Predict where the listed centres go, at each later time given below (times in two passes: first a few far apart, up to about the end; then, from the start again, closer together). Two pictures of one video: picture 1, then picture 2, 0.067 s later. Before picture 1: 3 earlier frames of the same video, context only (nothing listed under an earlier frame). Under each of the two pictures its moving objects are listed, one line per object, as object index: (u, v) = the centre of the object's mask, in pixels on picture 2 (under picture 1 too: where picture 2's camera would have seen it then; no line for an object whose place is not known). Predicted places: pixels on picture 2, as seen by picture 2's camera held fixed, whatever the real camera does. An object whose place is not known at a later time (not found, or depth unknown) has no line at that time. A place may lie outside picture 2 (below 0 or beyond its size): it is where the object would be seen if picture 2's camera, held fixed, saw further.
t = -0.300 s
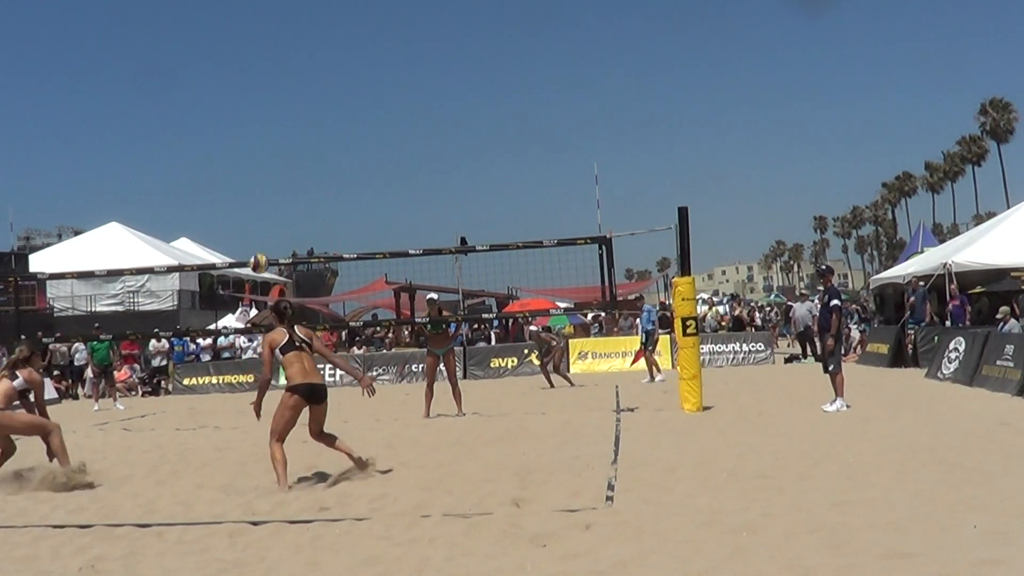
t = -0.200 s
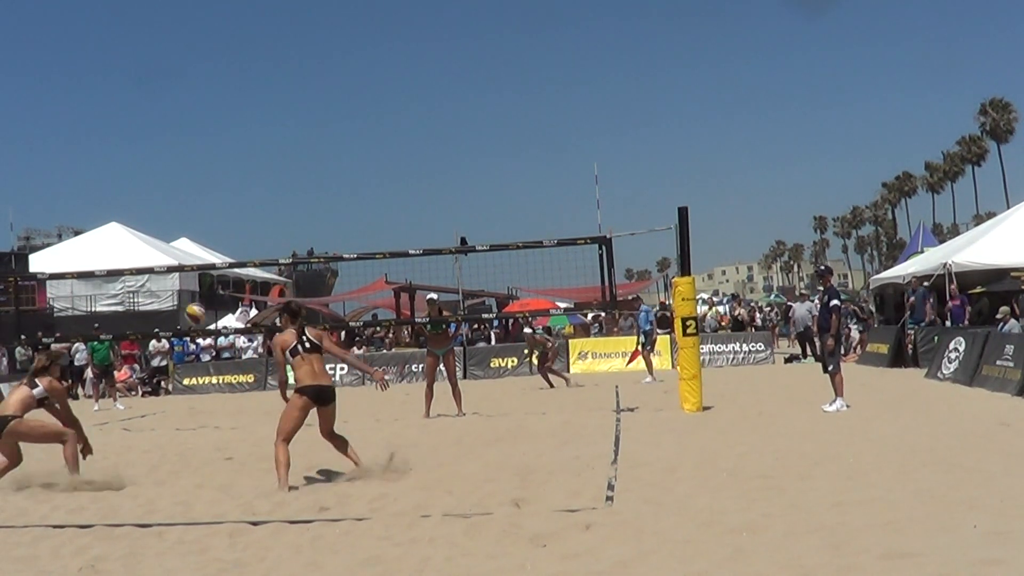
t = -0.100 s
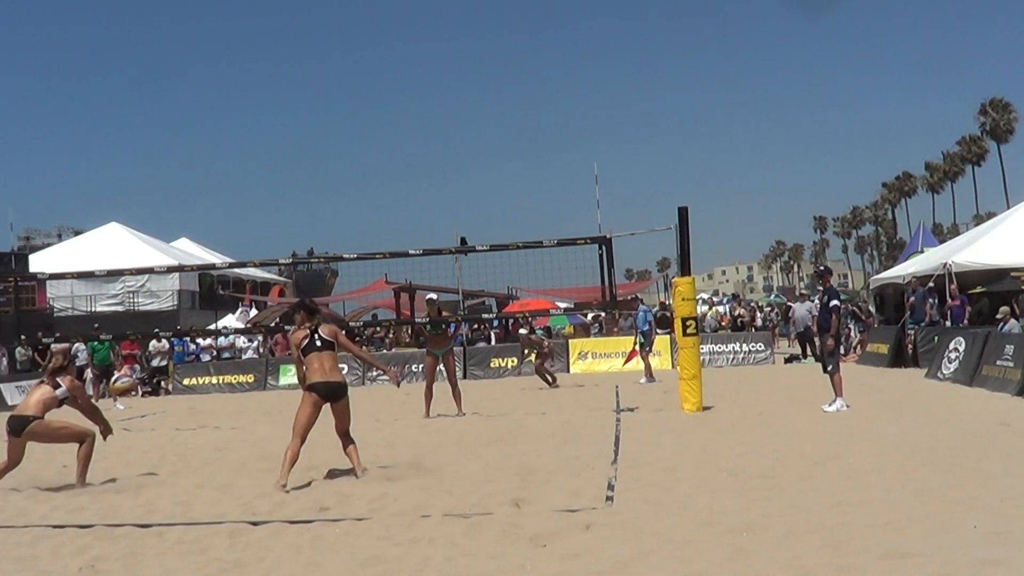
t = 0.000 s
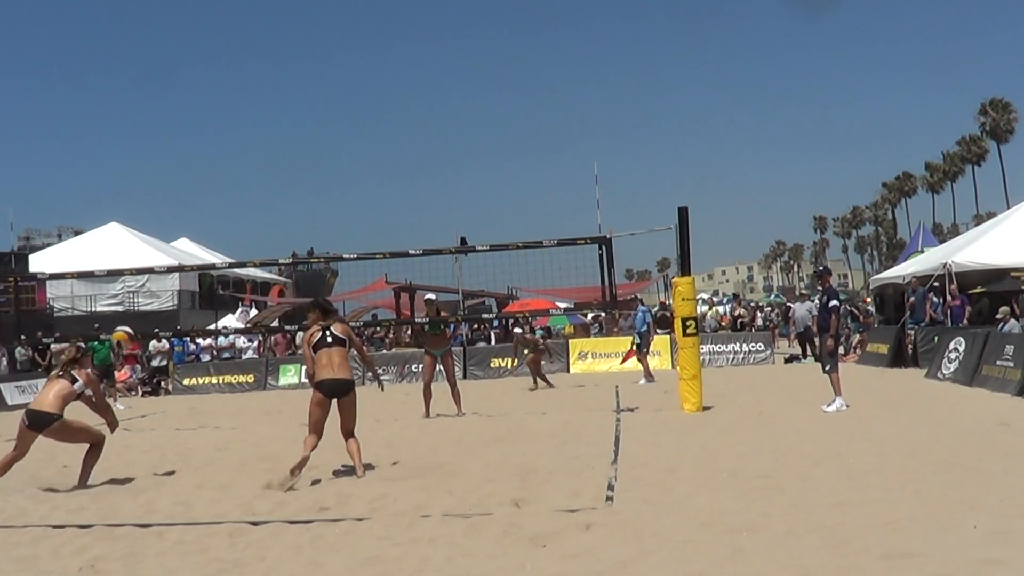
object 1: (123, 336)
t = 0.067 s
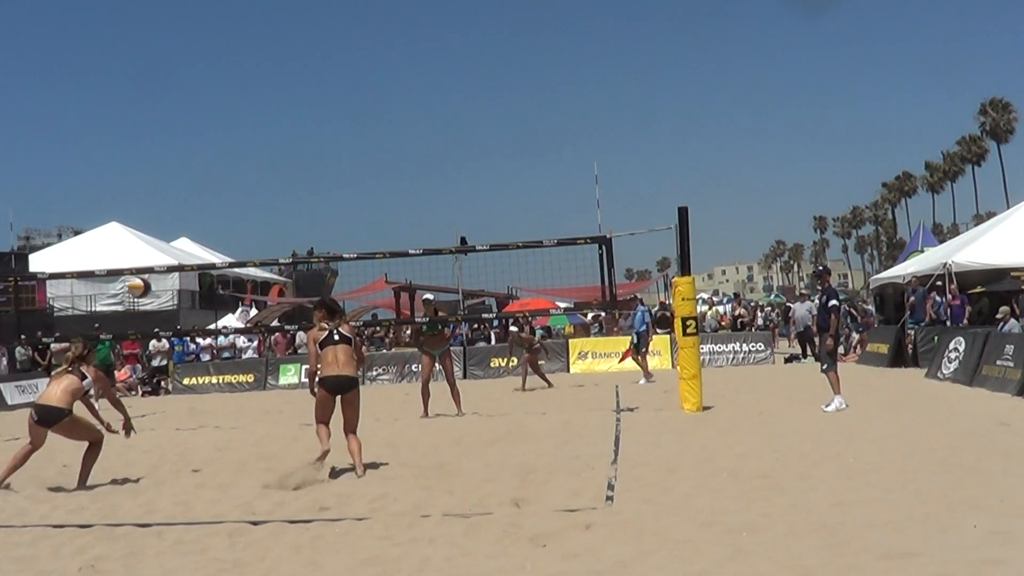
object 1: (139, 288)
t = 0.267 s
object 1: (189, 169)
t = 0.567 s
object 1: (261, 77)
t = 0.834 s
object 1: (321, 70)
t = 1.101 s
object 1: (382, 126)
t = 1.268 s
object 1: (421, 191)
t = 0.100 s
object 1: (148, 264)
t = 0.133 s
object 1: (157, 243)
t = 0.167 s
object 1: (165, 222)
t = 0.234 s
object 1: (181, 186)
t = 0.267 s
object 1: (189, 169)
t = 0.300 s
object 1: (197, 154)
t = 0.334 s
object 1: (206, 141)
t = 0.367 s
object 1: (214, 128)
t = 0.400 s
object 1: (222, 117)
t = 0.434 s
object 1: (230, 107)
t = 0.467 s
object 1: (238, 97)
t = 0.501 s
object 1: (245, 90)
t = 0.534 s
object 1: (252, 83)
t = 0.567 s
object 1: (261, 77)
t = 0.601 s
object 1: (268, 73)
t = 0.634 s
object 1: (276, 69)
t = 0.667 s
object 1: (283, 67)
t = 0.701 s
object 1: (291, 65)
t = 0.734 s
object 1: (298, 65)
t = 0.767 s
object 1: (306, 66)
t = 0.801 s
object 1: (313, 68)
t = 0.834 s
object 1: (321, 70)
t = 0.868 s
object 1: (329, 74)
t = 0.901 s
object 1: (336, 78)
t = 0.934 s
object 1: (343, 84)
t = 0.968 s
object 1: (351, 90)
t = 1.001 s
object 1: (358, 98)
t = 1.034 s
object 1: (366, 106)
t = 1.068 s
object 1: (374, 115)
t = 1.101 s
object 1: (382, 126)
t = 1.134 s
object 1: (389, 137)
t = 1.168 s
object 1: (396, 149)
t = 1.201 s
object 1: (404, 163)
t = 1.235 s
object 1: (412, 176)
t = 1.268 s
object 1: (421, 191)
